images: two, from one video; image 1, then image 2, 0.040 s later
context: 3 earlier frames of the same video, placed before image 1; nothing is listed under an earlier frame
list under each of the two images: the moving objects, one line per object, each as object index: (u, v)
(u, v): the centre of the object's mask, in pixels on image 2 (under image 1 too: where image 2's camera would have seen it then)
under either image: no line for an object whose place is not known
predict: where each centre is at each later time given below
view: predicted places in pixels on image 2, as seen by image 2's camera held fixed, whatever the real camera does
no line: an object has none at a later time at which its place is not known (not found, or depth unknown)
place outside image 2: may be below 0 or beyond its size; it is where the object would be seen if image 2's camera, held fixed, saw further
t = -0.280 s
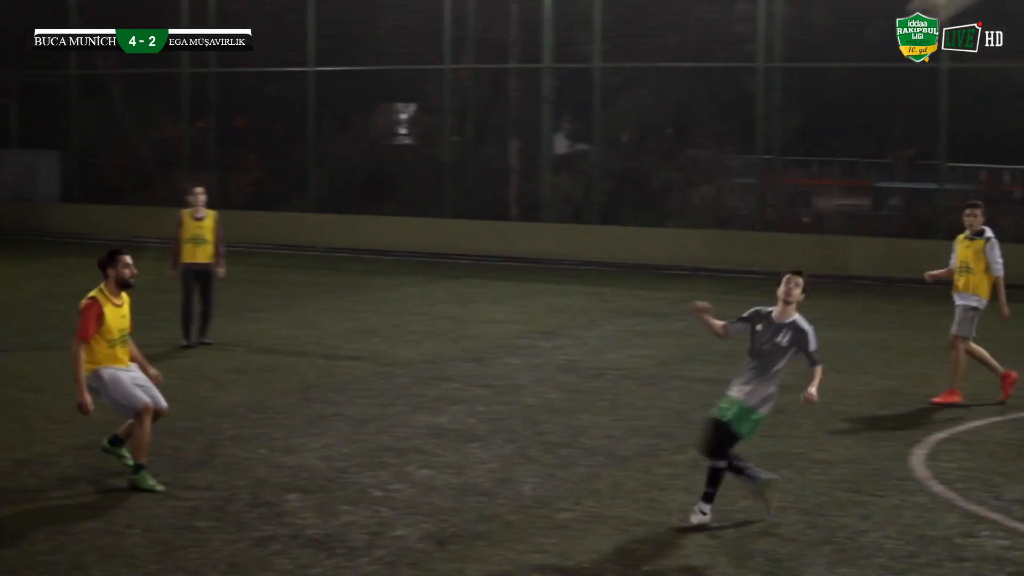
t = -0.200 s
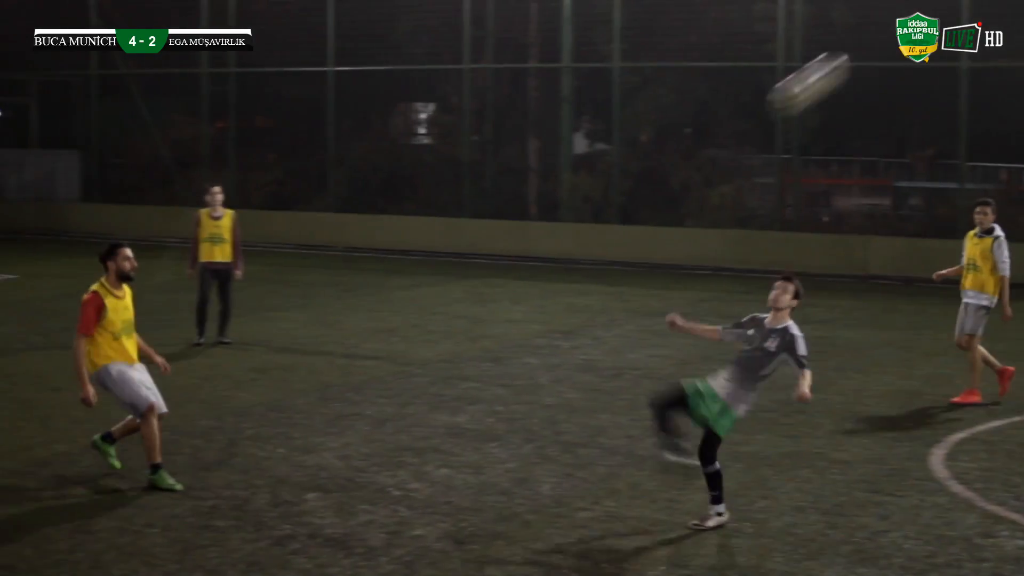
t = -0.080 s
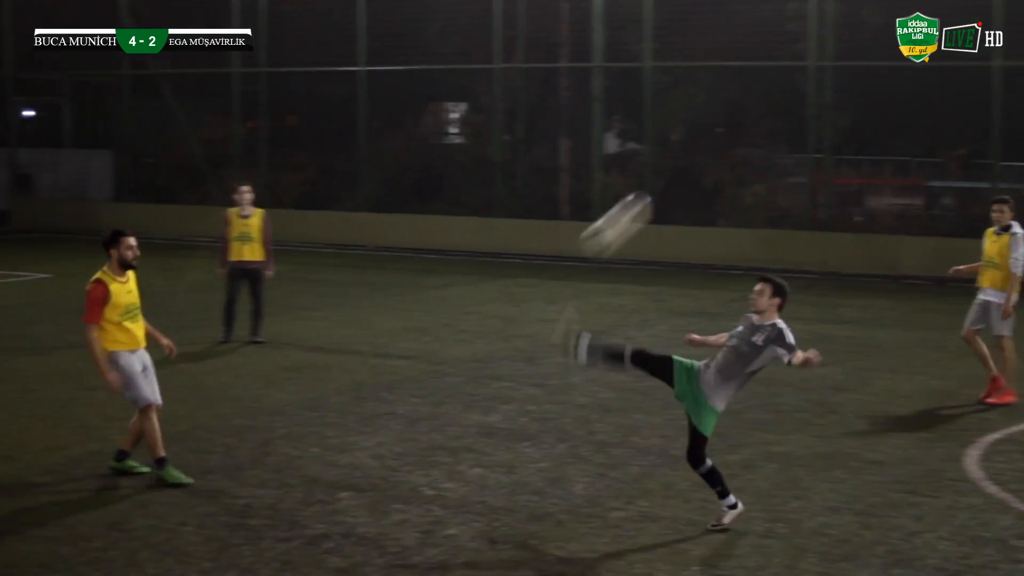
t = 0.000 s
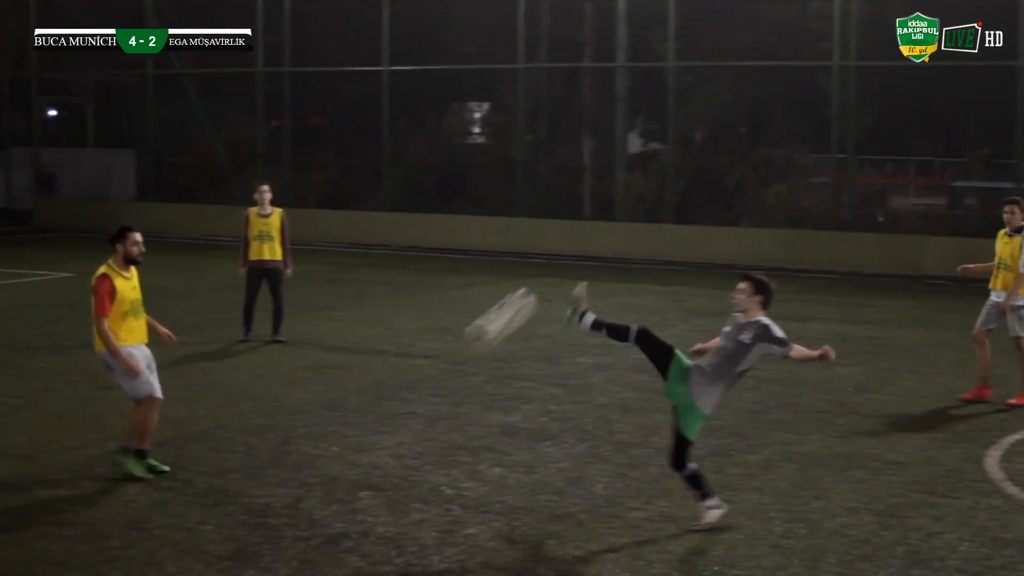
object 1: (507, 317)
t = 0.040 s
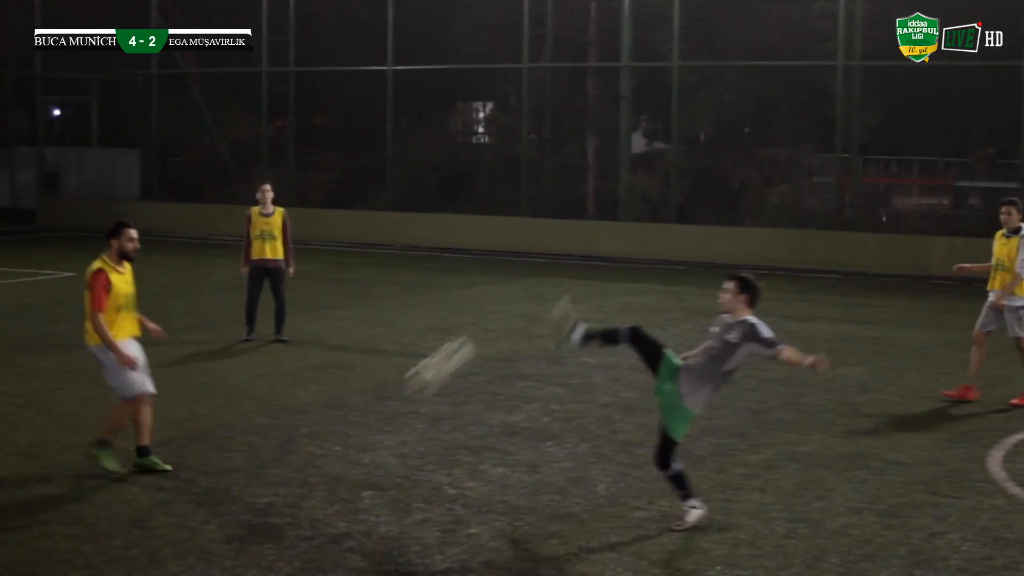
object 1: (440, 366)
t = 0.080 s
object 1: (381, 410)
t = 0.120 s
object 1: (317, 463)
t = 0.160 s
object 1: (285, 451)
